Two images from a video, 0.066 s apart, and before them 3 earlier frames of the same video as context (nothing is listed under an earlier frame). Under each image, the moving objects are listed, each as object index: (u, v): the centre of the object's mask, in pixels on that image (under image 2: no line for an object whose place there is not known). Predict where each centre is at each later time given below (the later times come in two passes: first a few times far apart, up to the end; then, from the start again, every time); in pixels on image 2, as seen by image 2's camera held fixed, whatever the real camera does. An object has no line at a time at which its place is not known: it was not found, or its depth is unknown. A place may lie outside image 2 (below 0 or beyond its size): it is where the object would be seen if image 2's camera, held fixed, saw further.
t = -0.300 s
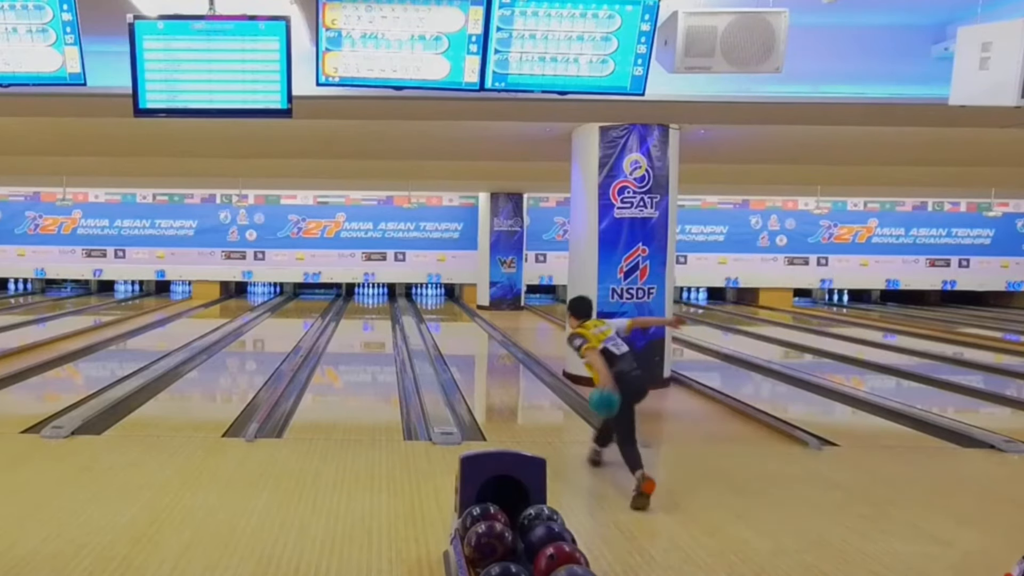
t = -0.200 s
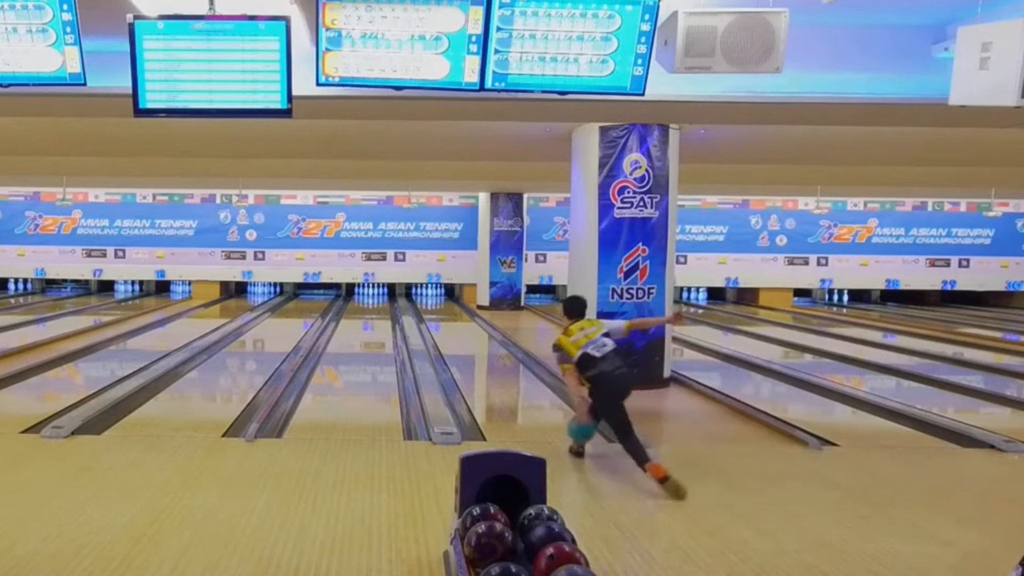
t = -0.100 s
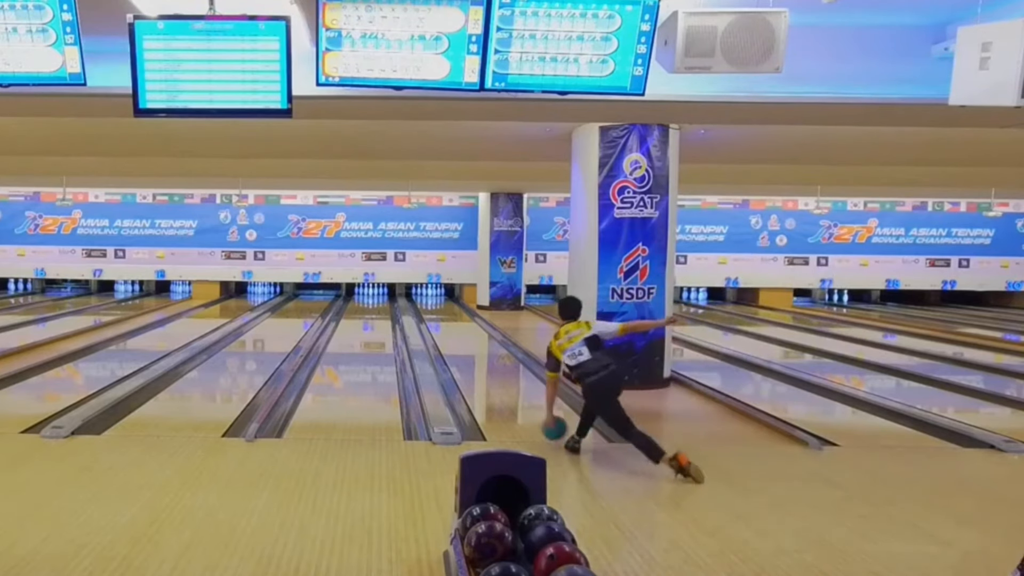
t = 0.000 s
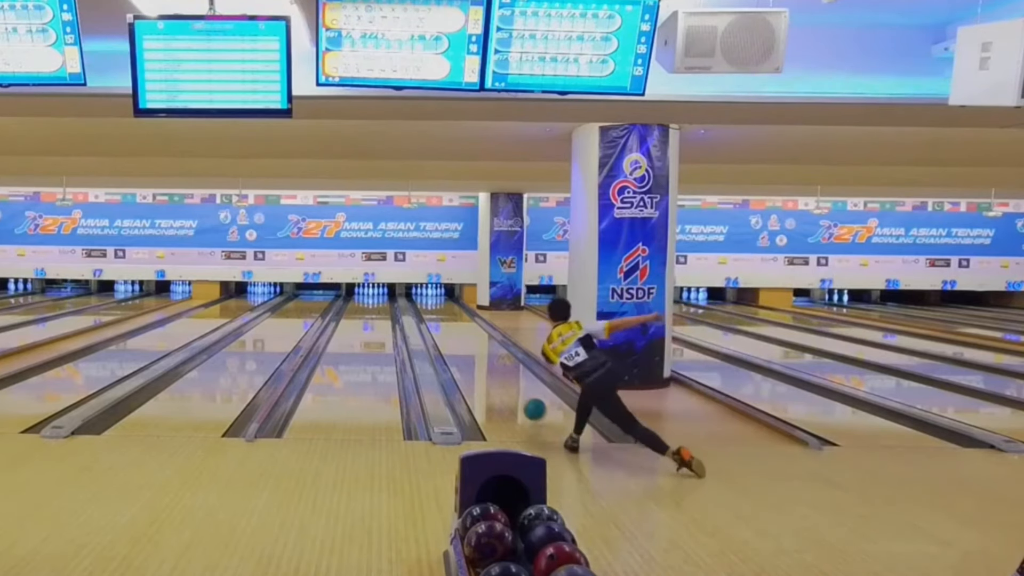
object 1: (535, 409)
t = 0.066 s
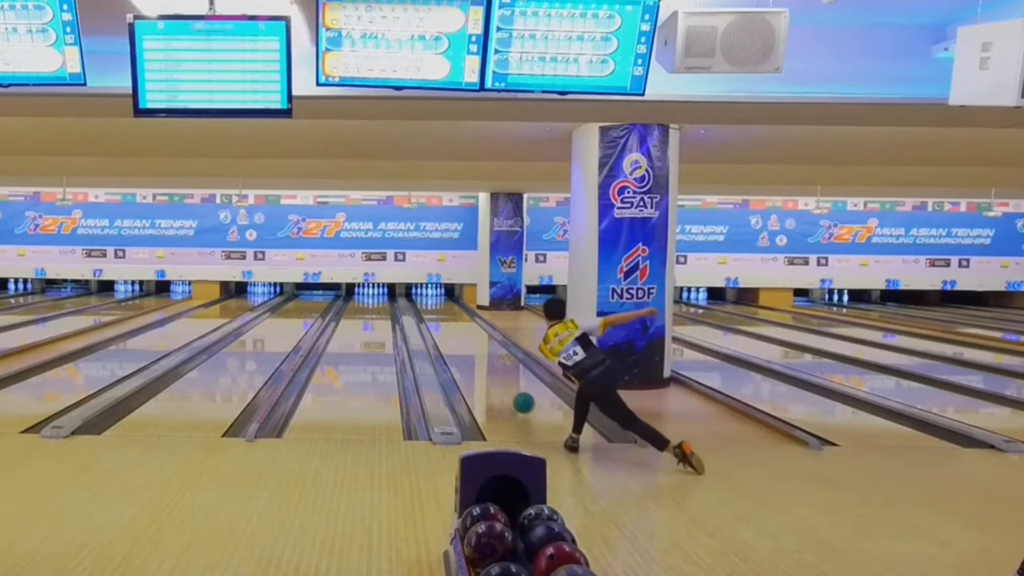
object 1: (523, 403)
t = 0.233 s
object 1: (501, 383)
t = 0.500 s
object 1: (477, 357)
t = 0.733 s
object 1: (462, 342)
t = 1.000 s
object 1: (450, 328)
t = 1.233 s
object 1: (442, 320)
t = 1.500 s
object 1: (436, 312)
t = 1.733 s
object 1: (431, 306)
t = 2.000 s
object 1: (429, 306)
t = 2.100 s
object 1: (429, 302)
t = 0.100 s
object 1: (518, 400)
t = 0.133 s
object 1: (514, 395)
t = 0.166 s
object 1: (510, 391)
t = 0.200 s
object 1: (505, 387)
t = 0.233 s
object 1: (501, 383)
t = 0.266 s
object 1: (498, 380)
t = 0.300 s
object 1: (495, 376)
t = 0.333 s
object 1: (492, 372)
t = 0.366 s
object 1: (489, 369)
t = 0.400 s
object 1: (485, 366)
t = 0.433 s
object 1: (482, 363)
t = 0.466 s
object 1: (480, 360)
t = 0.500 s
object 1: (477, 357)
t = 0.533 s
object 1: (475, 355)
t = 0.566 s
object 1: (472, 353)
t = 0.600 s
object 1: (470, 350)
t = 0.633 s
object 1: (468, 348)
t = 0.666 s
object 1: (466, 346)
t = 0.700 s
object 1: (464, 344)
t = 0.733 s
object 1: (462, 342)
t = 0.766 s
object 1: (461, 340)
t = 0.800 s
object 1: (459, 338)
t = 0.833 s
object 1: (457, 336)
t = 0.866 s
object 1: (456, 335)
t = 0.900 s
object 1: (454, 333)
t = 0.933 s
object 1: (453, 332)
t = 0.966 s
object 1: (451, 330)
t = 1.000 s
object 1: (450, 328)
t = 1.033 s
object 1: (449, 327)
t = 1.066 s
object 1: (448, 326)
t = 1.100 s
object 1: (446, 324)
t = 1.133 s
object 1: (445, 323)
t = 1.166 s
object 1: (444, 322)
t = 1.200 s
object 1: (443, 321)
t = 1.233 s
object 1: (442, 320)
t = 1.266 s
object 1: (441, 320)
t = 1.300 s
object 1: (440, 319)
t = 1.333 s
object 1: (439, 318)
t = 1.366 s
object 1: (439, 316)
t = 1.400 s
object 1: (438, 315)
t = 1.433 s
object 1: (437, 314)
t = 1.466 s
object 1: (436, 313)
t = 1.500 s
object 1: (436, 312)
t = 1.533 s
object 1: (436, 312)
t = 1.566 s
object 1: (435, 311)
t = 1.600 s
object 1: (435, 312)
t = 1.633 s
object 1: (433, 309)
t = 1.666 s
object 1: (433, 307)
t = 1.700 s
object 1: (433, 307)
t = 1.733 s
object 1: (431, 306)
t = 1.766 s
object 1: (431, 305)
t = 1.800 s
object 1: (431, 306)
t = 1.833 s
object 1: (429, 306)
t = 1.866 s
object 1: (429, 306)
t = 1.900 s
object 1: (429, 306)
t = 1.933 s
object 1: (429, 306)
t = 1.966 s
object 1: (429, 305)
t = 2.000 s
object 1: (429, 306)
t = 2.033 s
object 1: (428, 304)
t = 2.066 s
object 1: (429, 303)
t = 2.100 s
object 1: (429, 302)
